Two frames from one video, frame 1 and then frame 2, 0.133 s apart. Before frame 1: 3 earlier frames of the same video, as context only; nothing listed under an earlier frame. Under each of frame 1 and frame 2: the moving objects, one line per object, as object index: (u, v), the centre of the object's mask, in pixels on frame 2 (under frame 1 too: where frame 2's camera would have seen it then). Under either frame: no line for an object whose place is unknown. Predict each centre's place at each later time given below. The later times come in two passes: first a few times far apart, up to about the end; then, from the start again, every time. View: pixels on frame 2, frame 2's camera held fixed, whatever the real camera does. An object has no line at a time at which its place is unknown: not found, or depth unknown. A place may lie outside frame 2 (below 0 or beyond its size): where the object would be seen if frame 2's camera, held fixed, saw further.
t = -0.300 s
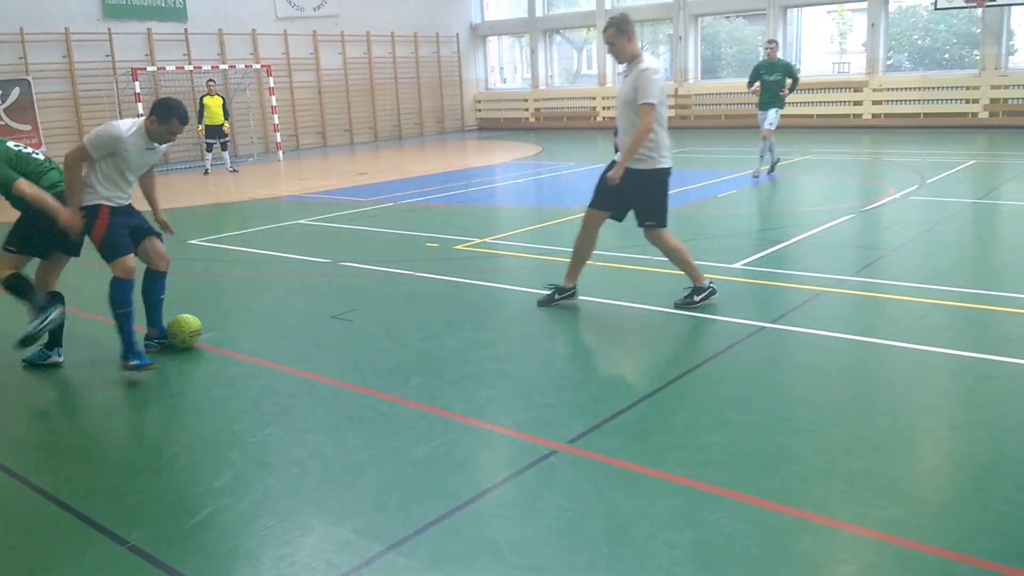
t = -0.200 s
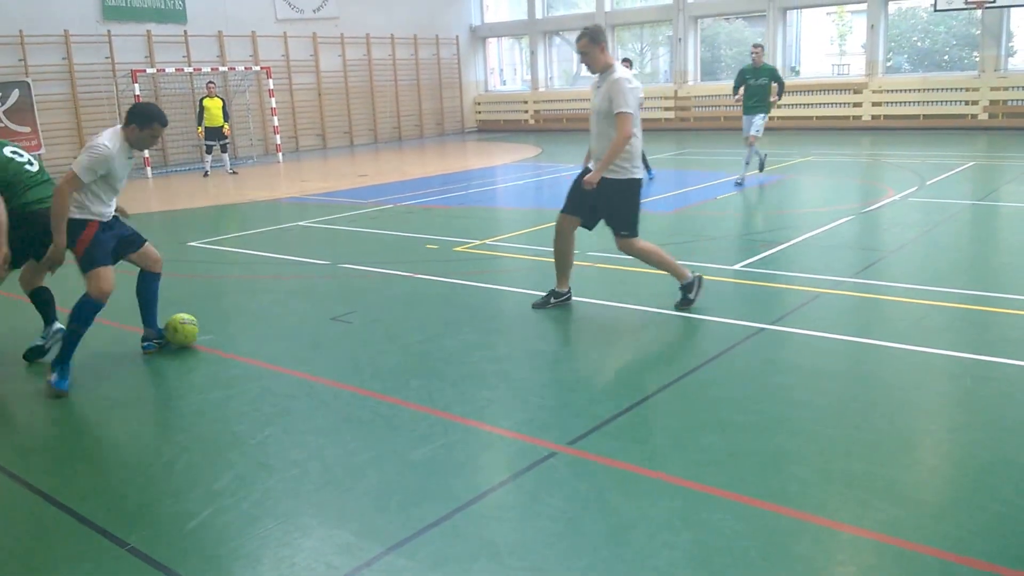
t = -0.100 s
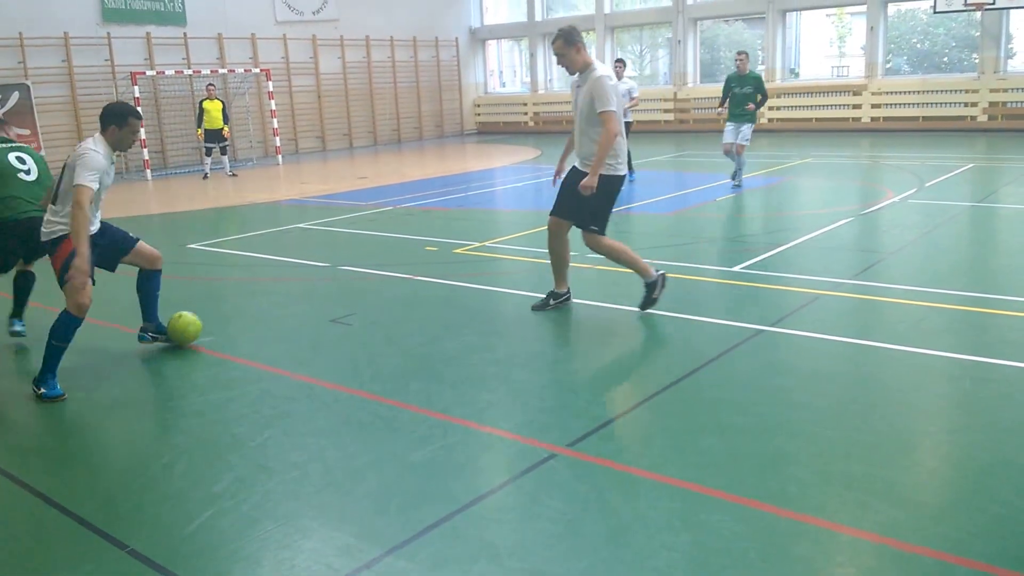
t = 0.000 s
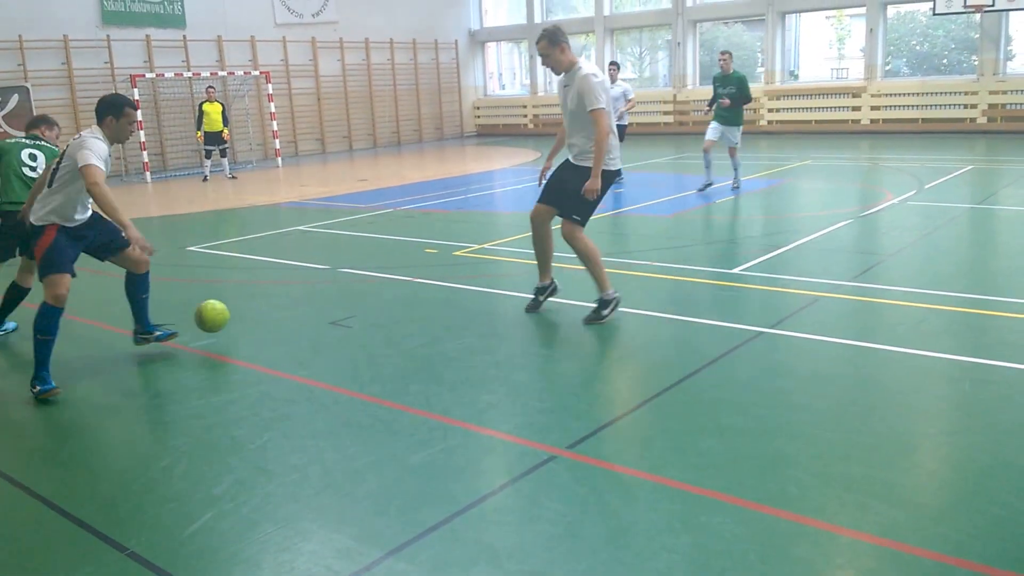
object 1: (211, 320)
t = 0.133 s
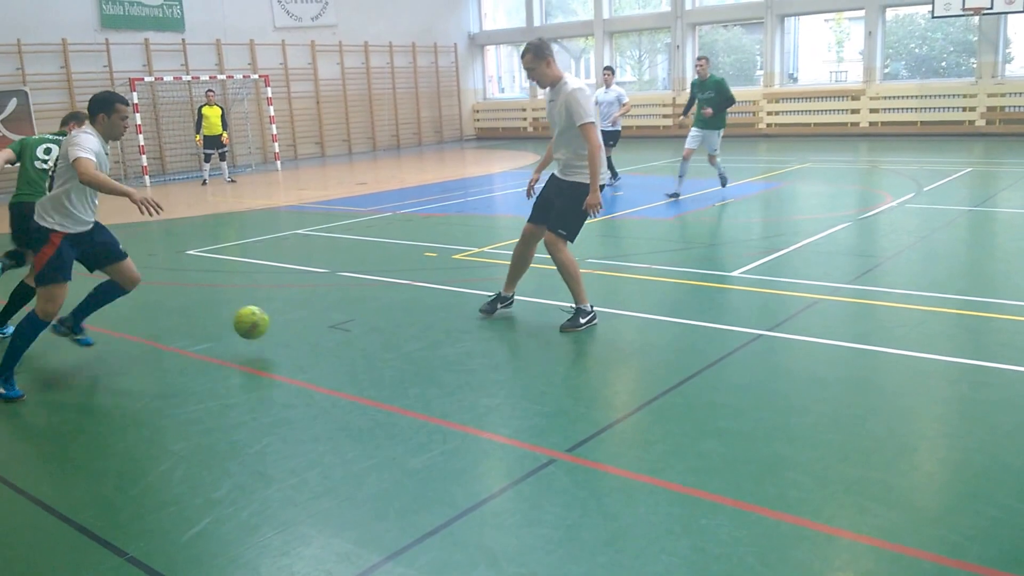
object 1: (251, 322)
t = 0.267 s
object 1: (290, 334)
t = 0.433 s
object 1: (329, 335)
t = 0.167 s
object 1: (262, 327)
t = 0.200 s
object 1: (273, 335)
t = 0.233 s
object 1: (282, 338)
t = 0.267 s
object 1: (290, 334)
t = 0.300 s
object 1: (297, 332)
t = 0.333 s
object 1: (305, 332)
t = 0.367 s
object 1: (313, 333)
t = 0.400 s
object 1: (321, 336)
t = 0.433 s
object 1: (329, 335)
